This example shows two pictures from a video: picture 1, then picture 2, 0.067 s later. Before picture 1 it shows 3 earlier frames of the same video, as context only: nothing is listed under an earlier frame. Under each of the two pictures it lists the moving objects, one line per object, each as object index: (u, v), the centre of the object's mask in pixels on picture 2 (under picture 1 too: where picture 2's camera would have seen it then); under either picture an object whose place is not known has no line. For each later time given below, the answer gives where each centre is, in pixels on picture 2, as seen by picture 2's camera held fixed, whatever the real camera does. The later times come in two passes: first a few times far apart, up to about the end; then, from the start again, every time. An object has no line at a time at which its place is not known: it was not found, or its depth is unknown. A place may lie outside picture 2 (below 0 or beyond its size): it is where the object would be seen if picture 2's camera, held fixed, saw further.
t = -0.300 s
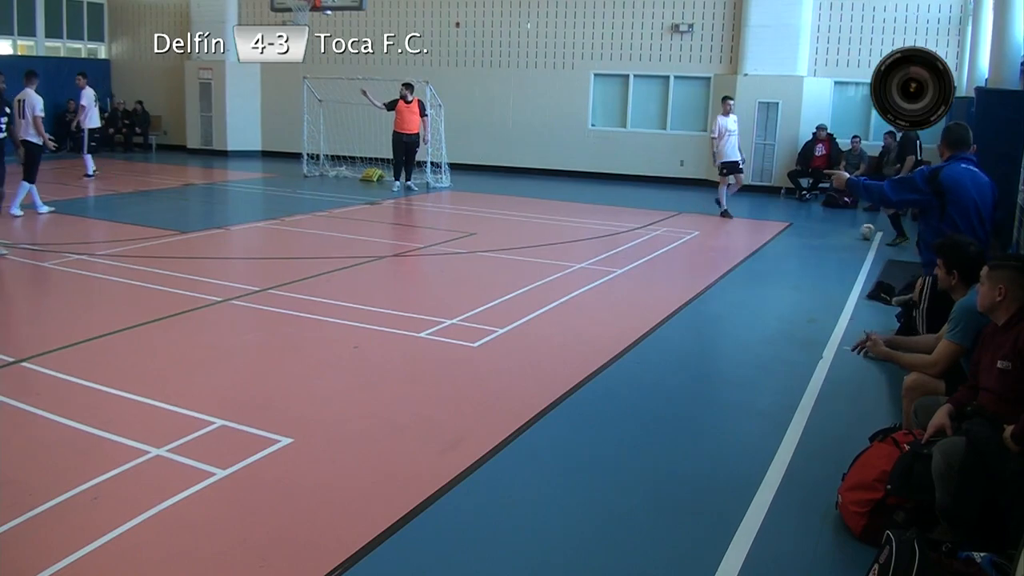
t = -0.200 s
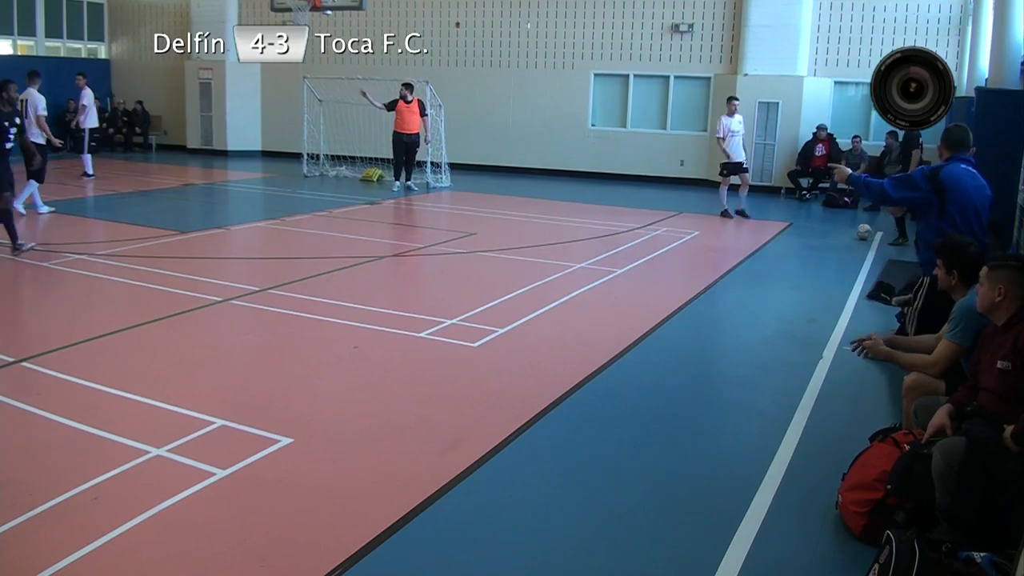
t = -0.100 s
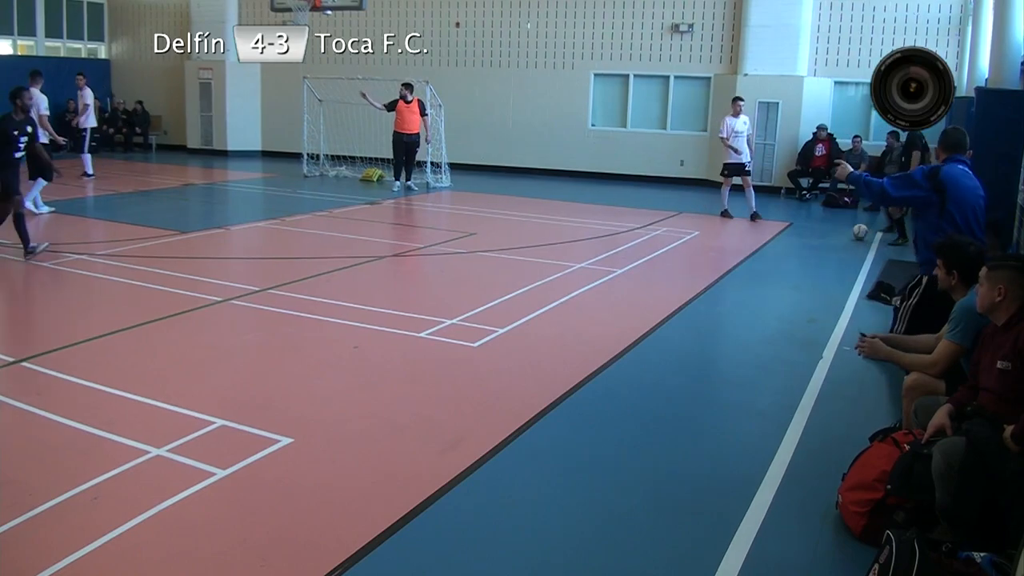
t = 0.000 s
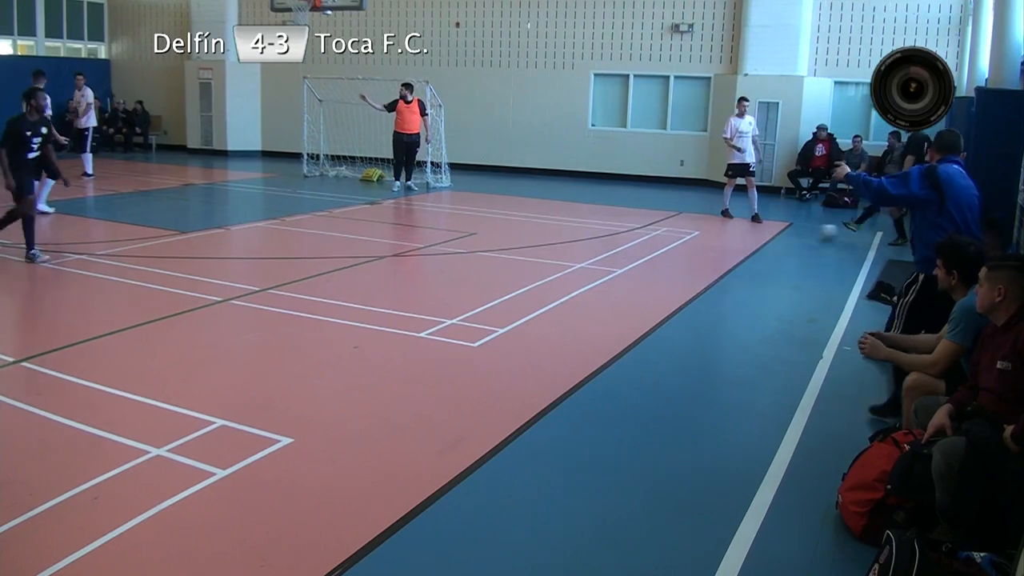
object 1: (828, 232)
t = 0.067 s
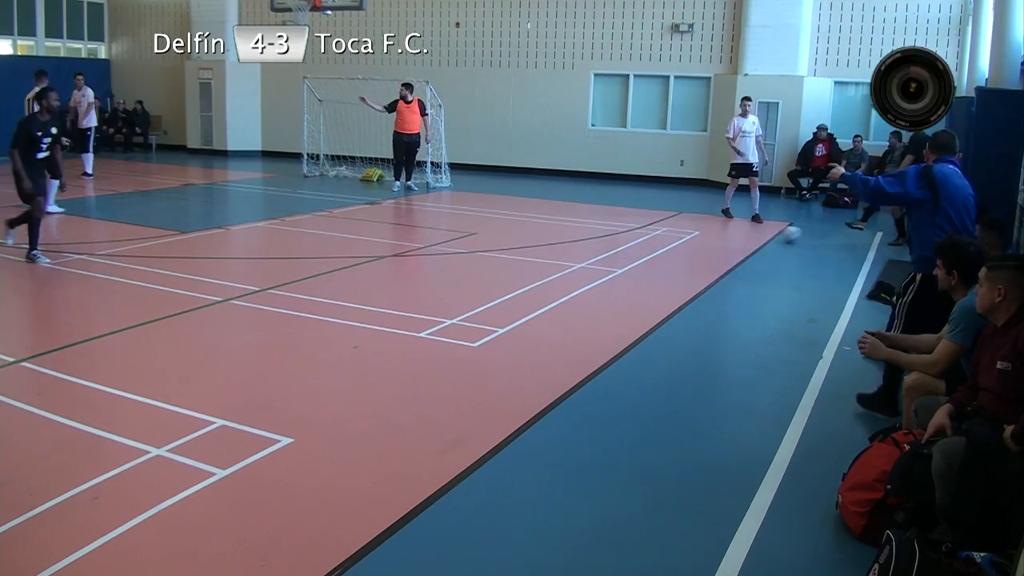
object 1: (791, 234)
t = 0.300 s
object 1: (662, 238)
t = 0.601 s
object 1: (504, 244)
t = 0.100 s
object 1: (773, 235)
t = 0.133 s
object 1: (753, 236)
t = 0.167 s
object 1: (735, 236)
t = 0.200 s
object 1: (715, 237)
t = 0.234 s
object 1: (699, 237)
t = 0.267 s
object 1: (679, 239)
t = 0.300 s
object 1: (662, 238)
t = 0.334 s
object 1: (644, 238)
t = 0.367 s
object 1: (625, 240)
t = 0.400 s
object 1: (608, 242)
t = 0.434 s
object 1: (591, 240)
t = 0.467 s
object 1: (574, 240)
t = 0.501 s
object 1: (557, 242)
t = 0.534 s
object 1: (540, 243)
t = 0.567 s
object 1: (522, 243)
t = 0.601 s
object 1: (504, 244)
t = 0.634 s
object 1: (486, 245)
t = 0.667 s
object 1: (469, 245)
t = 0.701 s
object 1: (450, 247)
